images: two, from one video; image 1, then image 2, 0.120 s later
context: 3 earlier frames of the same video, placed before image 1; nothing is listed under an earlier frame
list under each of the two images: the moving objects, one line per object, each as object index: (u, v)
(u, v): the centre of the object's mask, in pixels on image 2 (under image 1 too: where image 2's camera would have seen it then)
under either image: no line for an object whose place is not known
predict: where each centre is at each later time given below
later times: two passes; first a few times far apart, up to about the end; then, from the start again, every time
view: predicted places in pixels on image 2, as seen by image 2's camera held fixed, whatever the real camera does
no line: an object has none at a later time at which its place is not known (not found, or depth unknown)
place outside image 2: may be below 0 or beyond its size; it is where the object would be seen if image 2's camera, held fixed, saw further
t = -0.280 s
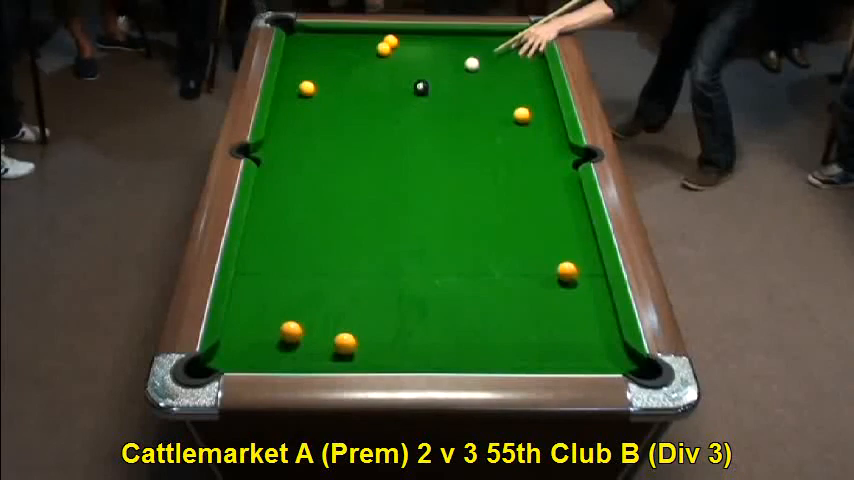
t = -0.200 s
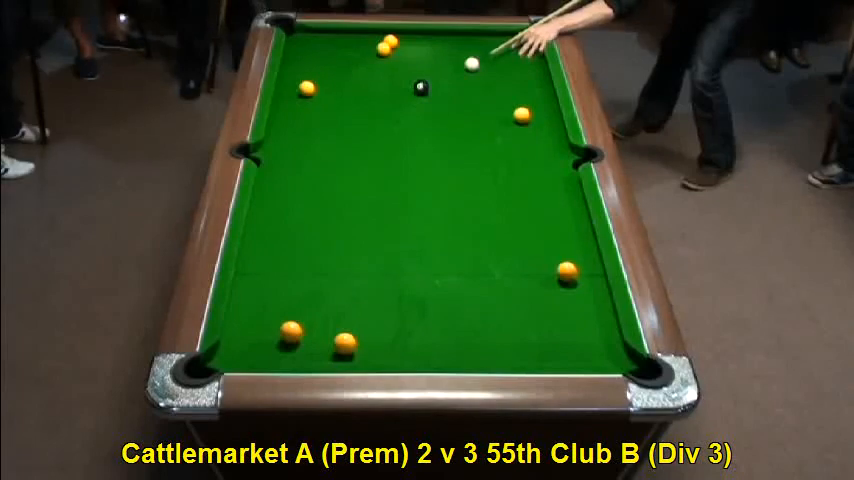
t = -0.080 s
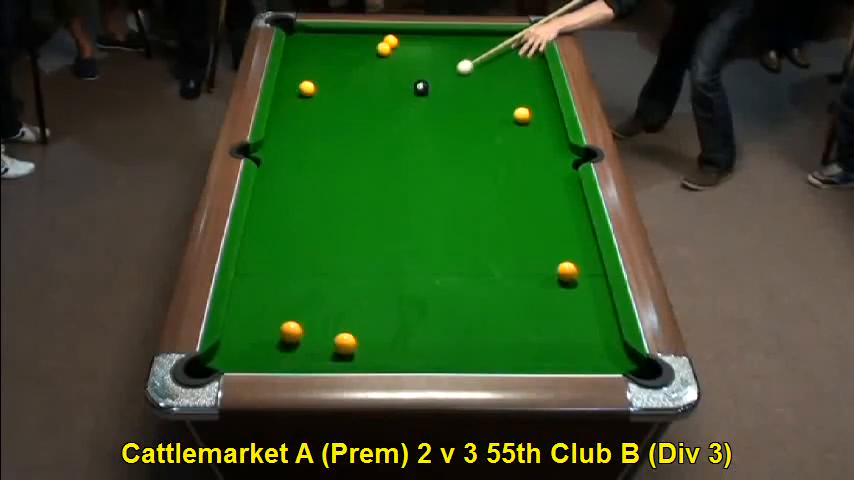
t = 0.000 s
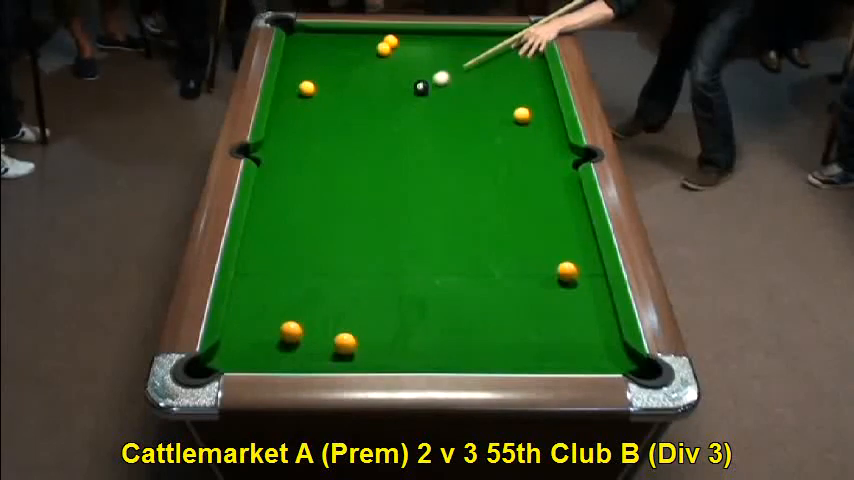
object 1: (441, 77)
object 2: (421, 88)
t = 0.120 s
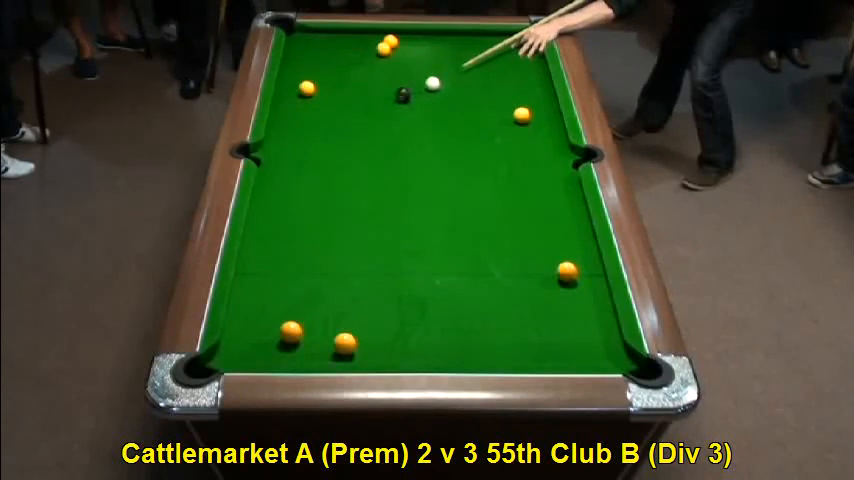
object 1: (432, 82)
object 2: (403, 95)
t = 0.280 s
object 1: (427, 87)
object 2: (376, 106)
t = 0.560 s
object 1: (419, 93)
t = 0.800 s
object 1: (412, 98)
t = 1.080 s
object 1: (406, 103)
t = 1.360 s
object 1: (402, 107)
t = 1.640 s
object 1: (398, 109)
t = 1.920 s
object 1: (396, 111)
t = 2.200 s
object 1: (395, 111)
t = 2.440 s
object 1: (395, 111)
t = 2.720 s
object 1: (395, 111)
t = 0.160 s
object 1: (431, 83)
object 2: (396, 97)
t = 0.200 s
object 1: (430, 84)
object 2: (389, 101)
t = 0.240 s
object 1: (428, 86)
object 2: (383, 103)
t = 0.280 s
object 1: (427, 87)
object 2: (376, 106)
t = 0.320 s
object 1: (426, 88)
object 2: (369, 109)
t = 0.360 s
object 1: (424, 89)
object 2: (361, 112)
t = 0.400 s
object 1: (423, 89)
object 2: (355, 114)
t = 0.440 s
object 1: (422, 90)
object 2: (348, 118)
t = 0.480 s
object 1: (421, 91)
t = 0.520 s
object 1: (420, 92)
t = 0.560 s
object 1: (419, 93)
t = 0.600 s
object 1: (418, 94)
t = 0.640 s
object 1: (416, 95)
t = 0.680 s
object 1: (415, 96)
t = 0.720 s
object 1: (414, 97)
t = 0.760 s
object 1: (413, 97)
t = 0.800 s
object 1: (412, 98)
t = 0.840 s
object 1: (411, 99)
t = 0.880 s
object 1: (410, 100)
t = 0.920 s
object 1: (410, 100)
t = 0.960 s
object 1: (409, 101)
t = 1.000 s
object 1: (408, 102)
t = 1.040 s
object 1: (407, 102)
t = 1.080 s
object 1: (406, 103)
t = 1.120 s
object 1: (406, 103)
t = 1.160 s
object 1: (405, 104)
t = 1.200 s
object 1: (404, 104)
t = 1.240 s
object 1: (404, 105)
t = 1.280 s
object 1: (403, 105)
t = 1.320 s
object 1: (402, 106)
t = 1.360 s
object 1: (402, 107)
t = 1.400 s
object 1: (401, 107)
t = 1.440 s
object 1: (400, 108)
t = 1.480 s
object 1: (400, 108)
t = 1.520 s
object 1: (399, 108)
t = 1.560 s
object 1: (399, 109)
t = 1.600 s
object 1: (398, 109)
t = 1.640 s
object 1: (398, 109)
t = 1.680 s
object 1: (398, 109)
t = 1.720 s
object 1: (397, 110)
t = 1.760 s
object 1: (397, 110)
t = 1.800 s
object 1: (397, 110)
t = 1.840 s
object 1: (396, 111)
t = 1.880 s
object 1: (396, 111)
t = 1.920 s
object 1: (396, 111)
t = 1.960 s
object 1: (396, 111)
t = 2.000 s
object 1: (396, 111)
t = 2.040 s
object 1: (395, 111)
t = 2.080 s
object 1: (395, 111)
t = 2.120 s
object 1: (395, 111)
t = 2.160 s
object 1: (395, 111)
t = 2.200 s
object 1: (395, 111)
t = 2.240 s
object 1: (395, 111)
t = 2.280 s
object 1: (395, 111)
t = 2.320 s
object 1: (395, 111)
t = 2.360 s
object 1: (395, 111)
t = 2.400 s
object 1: (395, 111)
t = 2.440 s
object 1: (395, 111)
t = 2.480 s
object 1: (395, 111)
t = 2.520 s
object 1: (395, 111)
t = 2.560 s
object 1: (395, 111)
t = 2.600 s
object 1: (395, 111)
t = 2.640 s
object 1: (395, 111)
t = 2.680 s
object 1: (396, 111)
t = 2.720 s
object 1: (395, 111)
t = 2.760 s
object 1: (396, 111)
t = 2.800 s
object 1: (395, 111)
